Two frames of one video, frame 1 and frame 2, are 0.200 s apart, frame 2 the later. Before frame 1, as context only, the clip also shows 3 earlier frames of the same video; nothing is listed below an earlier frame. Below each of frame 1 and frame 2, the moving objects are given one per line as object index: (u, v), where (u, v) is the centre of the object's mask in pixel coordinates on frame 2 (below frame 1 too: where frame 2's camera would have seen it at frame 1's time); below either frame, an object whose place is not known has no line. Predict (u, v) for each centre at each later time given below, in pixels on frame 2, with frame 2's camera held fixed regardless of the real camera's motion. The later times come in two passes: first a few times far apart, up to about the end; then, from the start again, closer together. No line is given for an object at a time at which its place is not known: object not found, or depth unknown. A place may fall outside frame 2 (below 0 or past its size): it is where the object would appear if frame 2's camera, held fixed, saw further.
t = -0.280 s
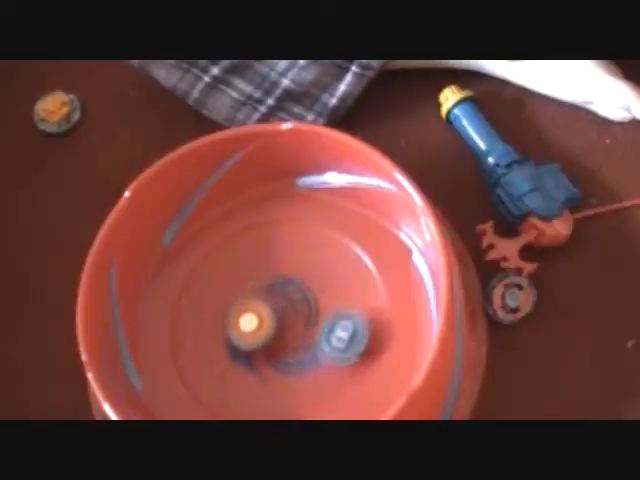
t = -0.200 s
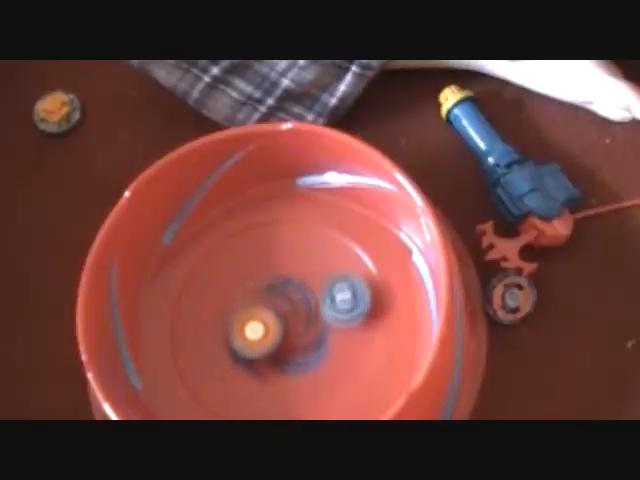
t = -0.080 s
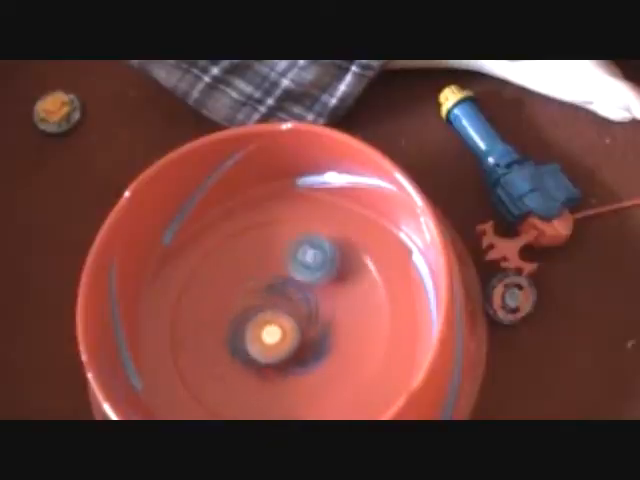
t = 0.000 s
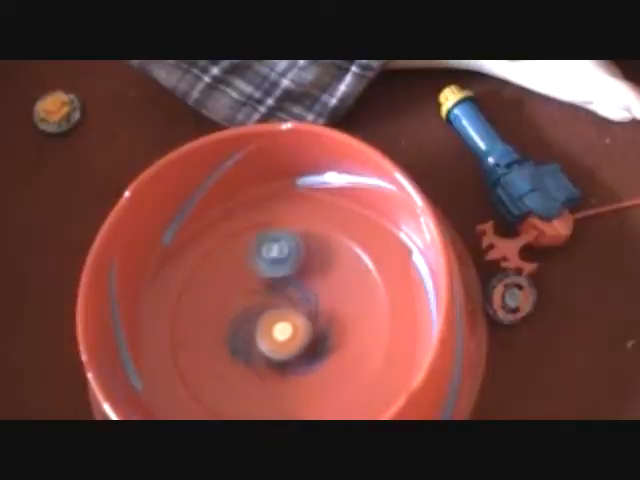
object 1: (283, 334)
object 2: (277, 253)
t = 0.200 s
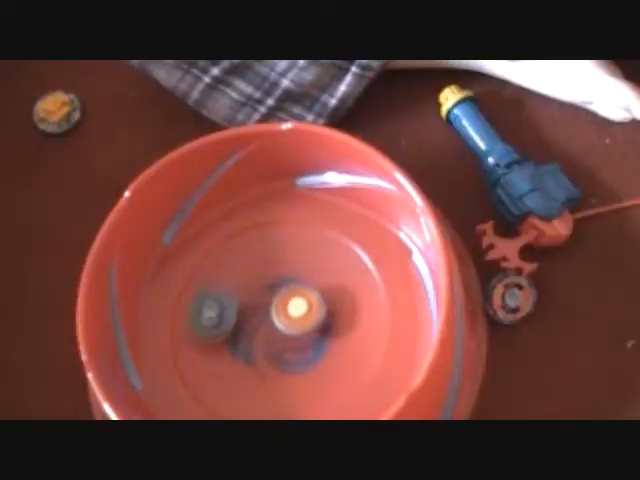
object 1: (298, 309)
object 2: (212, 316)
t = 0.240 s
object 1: (297, 304)
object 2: (212, 334)
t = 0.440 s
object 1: (277, 291)
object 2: (277, 383)
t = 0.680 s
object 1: (259, 313)
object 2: (342, 304)
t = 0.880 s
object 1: (273, 333)
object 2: (281, 254)
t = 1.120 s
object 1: (301, 323)
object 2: (212, 327)
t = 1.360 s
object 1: (294, 300)
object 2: (290, 378)
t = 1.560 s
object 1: (269, 305)
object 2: (342, 310)
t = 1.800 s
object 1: (264, 334)
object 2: (271, 256)
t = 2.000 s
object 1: (283, 340)
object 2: (214, 318)
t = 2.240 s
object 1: (294, 316)
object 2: (279, 379)
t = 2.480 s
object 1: (271, 303)
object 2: (342, 307)
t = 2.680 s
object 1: (255, 318)
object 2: (285, 257)
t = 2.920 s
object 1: (269, 335)
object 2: (215, 320)
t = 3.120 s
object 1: (289, 323)
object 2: (260, 379)
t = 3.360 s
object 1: (285, 298)
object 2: (339, 324)
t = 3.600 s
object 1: (252, 314)
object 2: (299, 248)
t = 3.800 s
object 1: (242, 355)
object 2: (234, 262)
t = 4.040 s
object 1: (289, 382)
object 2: (238, 341)
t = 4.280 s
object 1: (356, 360)
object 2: (308, 339)
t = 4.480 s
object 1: (372, 313)
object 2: (330, 280)
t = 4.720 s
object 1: (331, 276)
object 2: (263, 275)
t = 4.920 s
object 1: (281, 279)
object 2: (249, 342)
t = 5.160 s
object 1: (233, 307)
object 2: (318, 362)
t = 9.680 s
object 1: (297, 278)
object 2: (220, 282)
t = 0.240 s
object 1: (297, 304)
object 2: (212, 334)
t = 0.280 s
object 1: (295, 299)
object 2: (217, 351)
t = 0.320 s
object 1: (291, 295)
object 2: (227, 364)
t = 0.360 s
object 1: (287, 293)
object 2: (242, 377)
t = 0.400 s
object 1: (282, 291)
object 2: (259, 382)
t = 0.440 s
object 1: (277, 291)
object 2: (277, 383)
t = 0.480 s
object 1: (272, 291)
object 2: (296, 378)
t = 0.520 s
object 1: (267, 293)
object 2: (313, 368)
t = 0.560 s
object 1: (264, 297)
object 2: (327, 356)
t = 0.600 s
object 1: (261, 302)
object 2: (336, 340)
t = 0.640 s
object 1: (260, 307)
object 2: (342, 322)
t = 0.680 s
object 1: (259, 313)
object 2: (342, 304)
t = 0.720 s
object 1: (259, 317)
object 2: (337, 287)
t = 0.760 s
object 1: (261, 322)
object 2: (327, 274)
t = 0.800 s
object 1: (264, 327)
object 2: (314, 263)
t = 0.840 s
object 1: (269, 331)
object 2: (297, 256)
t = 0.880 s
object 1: (273, 333)
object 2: (281, 254)
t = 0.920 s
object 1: (279, 334)
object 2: (263, 258)
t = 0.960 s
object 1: (284, 335)
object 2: (246, 265)
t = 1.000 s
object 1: (289, 333)
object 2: (232, 278)
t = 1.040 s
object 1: (294, 331)
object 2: (221, 292)
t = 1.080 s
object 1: (298, 327)
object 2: (214, 310)
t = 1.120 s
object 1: (301, 323)
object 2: (212, 327)
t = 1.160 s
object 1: (303, 319)
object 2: (216, 344)
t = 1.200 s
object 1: (303, 315)
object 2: (226, 359)
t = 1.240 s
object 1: (303, 311)
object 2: (238, 371)
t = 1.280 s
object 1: (301, 306)
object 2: (254, 377)
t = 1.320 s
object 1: (298, 303)
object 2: (272, 380)
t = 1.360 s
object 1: (294, 300)
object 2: (290, 378)
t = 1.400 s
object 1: (288, 299)
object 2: (307, 370)
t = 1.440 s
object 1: (283, 300)
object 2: (323, 358)
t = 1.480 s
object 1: (278, 300)
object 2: (334, 343)
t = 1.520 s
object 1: (273, 302)
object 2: (340, 326)
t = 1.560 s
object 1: (269, 305)
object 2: (342, 310)
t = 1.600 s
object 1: (265, 310)
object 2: (339, 293)
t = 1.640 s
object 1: (263, 315)
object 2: (331, 278)
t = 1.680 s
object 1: (261, 320)
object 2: (319, 266)
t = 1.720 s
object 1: (261, 324)
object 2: (303, 258)
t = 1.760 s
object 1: (262, 329)
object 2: (288, 255)
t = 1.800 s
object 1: (264, 334)
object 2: (271, 256)
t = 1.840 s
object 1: (267, 337)
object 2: (255, 261)
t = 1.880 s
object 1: (270, 339)
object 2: (239, 271)
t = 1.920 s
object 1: (275, 340)
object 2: (226, 286)
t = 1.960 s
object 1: (279, 340)
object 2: (219, 300)
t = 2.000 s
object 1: (283, 340)
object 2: (214, 318)
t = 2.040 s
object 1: (288, 338)
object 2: (216, 336)
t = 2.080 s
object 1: (291, 335)
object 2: (221, 351)
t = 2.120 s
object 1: (294, 330)
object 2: (231, 364)
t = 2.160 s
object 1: (296, 325)
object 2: (246, 373)
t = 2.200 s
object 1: (296, 321)
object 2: (262, 379)
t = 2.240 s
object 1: (294, 316)
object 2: (279, 379)
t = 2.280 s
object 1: (292, 311)
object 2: (297, 375)
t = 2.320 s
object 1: (289, 307)
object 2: (312, 367)
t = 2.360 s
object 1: (286, 304)
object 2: (326, 353)
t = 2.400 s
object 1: (281, 303)
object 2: (336, 339)
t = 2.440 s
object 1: (276, 303)
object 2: (341, 323)
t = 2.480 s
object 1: (271, 303)
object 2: (342, 307)
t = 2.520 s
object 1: (267, 305)
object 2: (337, 290)
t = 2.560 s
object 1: (263, 308)
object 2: (329, 277)
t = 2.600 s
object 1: (260, 311)
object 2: (317, 266)
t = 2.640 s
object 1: (257, 314)
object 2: (301, 259)
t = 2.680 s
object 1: (255, 318)
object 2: (285, 257)
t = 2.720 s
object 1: (255, 322)
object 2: (268, 258)
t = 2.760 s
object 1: (256, 326)
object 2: (253, 264)
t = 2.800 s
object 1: (258, 329)
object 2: (238, 275)
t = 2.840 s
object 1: (261, 332)
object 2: (226, 288)
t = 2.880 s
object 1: (264, 334)
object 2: (219, 301)
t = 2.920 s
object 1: (269, 335)
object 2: (215, 320)
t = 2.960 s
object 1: (273, 334)
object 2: (216, 337)
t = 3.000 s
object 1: (277, 333)
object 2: (221, 351)
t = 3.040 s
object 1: (282, 331)
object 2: (231, 362)
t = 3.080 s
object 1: (286, 328)
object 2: (245, 373)
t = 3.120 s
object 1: (289, 323)
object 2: (260, 379)
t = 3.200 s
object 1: (291, 313)
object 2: (294, 375)
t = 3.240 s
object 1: (292, 309)
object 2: (309, 367)
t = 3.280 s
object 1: (291, 304)
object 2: (323, 355)
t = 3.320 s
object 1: (288, 301)
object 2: (334, 341)
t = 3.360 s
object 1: (285, 298)
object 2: (339, 324)
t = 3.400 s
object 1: (281, 297)
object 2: (340, 309)
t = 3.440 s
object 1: (276, 296)
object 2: (335, 293)
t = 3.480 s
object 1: (272, 296)
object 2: (328, 280)
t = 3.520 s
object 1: (268, 297)
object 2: (317, 269)
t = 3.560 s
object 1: (263, 302)
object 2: (305, 260)
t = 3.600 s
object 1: (252, 314)
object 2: (299, 248)
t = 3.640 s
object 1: (244, 325)
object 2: (288, 242)
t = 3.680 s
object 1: (240, 333)
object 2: (274, 240)
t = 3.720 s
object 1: (239, 341)
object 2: (259, 244)
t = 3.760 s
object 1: (239, 348)
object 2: (246, 251)
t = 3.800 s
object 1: (242, 355)
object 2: (234, 262)
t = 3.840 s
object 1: (245, 361)
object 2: (225, 277)
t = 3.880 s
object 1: (248, 366)
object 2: (222, 295)
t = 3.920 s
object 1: (257, 370)
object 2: (223, 312)
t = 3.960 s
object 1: (264, 372)
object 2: (228, 328)
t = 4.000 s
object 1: (273, 374)
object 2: (234, 338)
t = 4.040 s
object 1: (289, 382)
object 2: (238, 341)
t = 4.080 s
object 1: (304, 384)
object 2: (247, 345)
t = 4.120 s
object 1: (315, 383)
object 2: (258, 349)
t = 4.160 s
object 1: (325, 378)
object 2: (273, 353)
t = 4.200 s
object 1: (334, 371)
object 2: (287, 352)
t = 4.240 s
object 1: (346, 367)
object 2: (298, 346)
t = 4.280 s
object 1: (356, 360)
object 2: (308, 339)
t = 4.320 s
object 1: (363, 353)
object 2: (319, 329)
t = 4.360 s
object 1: (368, 344)
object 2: (327, 317)
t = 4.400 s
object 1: (371, 334)
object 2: (331, 304)
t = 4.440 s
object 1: (372, 323)
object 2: (333, 291)
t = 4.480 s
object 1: (372, 313)
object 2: (330, 280)
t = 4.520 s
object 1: (369, 304)
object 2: (322, 271)
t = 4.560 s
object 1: (364, 296)
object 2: (312, 264)
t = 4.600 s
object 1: (358, 288)
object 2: (301, 261)
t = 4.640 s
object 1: (350, 283)
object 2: (286, 262)
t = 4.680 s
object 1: (341, 279)
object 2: (274, 267)
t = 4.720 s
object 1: (331, 276)
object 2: (263, 275)
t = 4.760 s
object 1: (321, 275)
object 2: (254, 287)
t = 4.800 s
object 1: (311, 274)
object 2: (247, 301)
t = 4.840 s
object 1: (301, 275)
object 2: (246, 315)
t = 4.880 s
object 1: (290, 276)
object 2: (246, 331)
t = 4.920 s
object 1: (281, 279)
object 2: (249, 342)
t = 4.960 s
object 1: (271, 282)
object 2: (255, 353)
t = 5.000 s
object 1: (262, 285)
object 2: (266, 363)
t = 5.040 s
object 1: (255, 289)
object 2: (279, 369)
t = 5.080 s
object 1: (248, 295)
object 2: (292, 371)
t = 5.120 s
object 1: (242, 300)
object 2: (306, 369)
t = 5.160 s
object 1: (233, 307)
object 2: (318, 362)
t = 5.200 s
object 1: (227, 314)
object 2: (330, 353)
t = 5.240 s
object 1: (222, 321)
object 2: (338, 341)
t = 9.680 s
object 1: (297, 278)
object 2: (220, 282)
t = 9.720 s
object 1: (290, 280)
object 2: (221, 295)
